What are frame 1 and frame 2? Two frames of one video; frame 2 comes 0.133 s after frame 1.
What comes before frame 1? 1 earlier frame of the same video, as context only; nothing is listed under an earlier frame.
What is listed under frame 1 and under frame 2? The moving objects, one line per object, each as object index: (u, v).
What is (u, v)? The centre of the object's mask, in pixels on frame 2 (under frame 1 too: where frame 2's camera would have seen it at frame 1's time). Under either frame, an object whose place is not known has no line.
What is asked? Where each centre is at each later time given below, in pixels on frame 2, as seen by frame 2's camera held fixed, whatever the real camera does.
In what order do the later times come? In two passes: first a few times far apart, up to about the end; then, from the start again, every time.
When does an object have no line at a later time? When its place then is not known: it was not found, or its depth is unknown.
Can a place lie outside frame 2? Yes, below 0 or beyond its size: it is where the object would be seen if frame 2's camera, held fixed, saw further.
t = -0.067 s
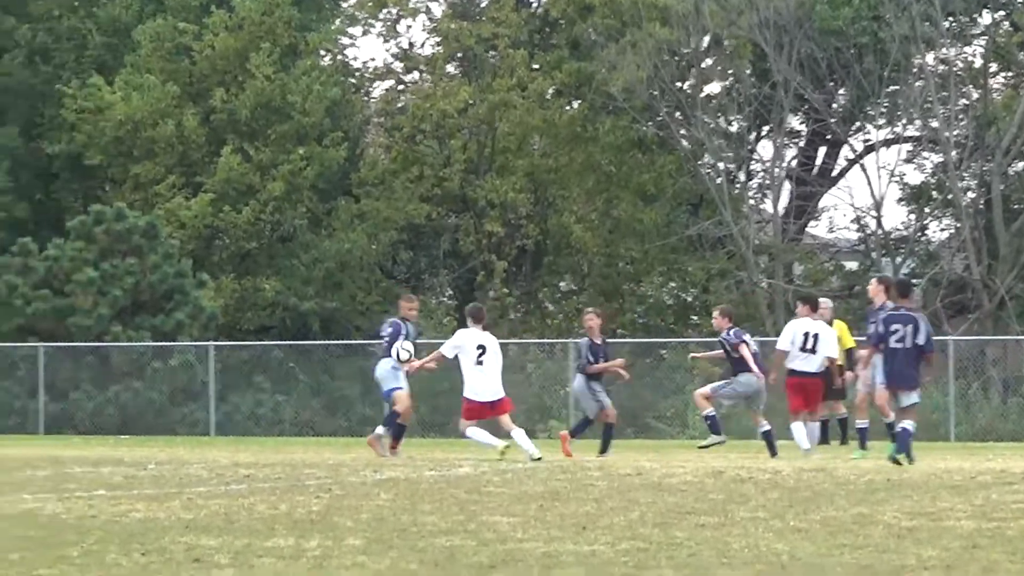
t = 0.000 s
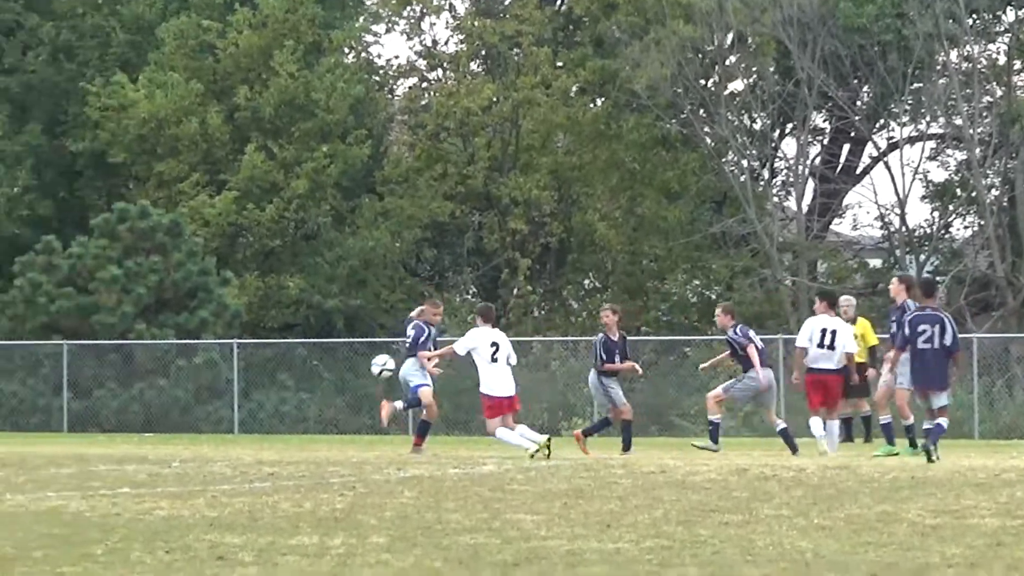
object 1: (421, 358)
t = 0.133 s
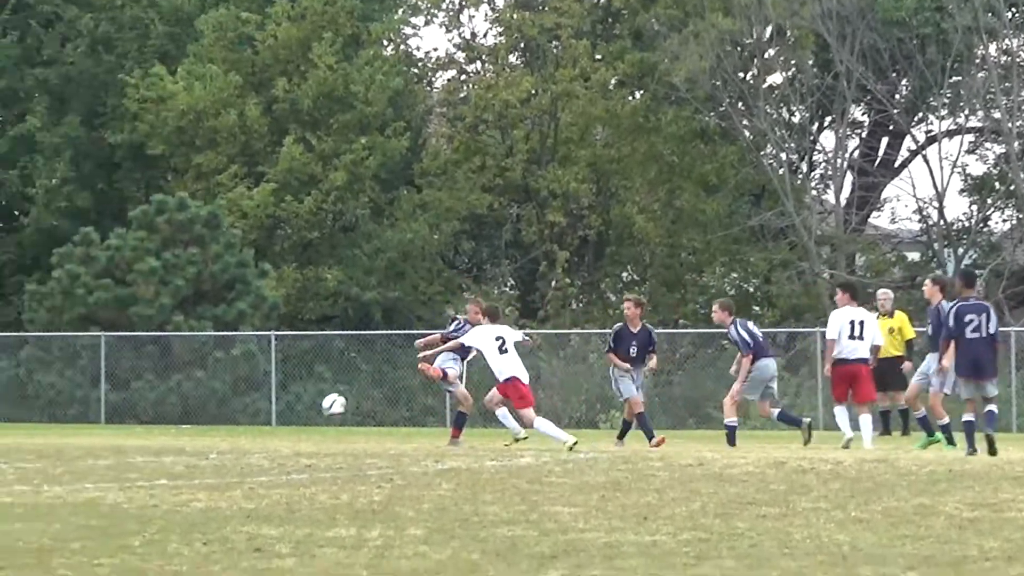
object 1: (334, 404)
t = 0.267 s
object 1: (259, 424)
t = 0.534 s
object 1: (139, 380)
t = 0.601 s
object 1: (109, 381)
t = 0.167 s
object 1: (312, 418)
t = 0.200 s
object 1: (291, 435)
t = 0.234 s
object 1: (273, 436)
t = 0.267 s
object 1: (259, 424)
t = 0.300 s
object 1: (244, 416)
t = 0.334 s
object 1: (229, 407)
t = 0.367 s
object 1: (214, 400)
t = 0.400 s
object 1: (199, 394)
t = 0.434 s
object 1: (184, 388)
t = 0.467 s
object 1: (169, 385)
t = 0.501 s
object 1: (154, 382)
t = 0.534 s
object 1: (139, 380)
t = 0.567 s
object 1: (124, 380)
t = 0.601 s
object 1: (109, 381)
